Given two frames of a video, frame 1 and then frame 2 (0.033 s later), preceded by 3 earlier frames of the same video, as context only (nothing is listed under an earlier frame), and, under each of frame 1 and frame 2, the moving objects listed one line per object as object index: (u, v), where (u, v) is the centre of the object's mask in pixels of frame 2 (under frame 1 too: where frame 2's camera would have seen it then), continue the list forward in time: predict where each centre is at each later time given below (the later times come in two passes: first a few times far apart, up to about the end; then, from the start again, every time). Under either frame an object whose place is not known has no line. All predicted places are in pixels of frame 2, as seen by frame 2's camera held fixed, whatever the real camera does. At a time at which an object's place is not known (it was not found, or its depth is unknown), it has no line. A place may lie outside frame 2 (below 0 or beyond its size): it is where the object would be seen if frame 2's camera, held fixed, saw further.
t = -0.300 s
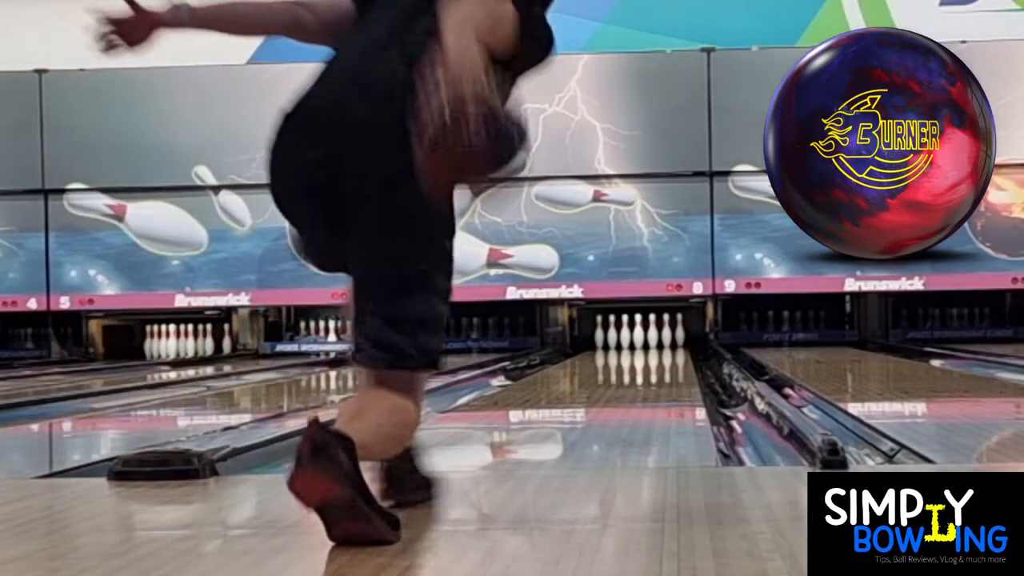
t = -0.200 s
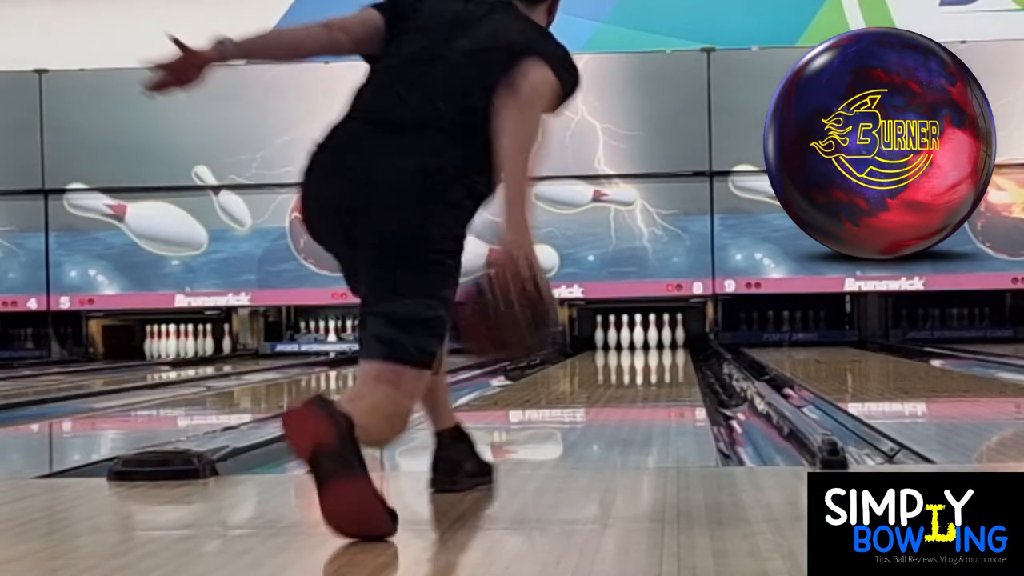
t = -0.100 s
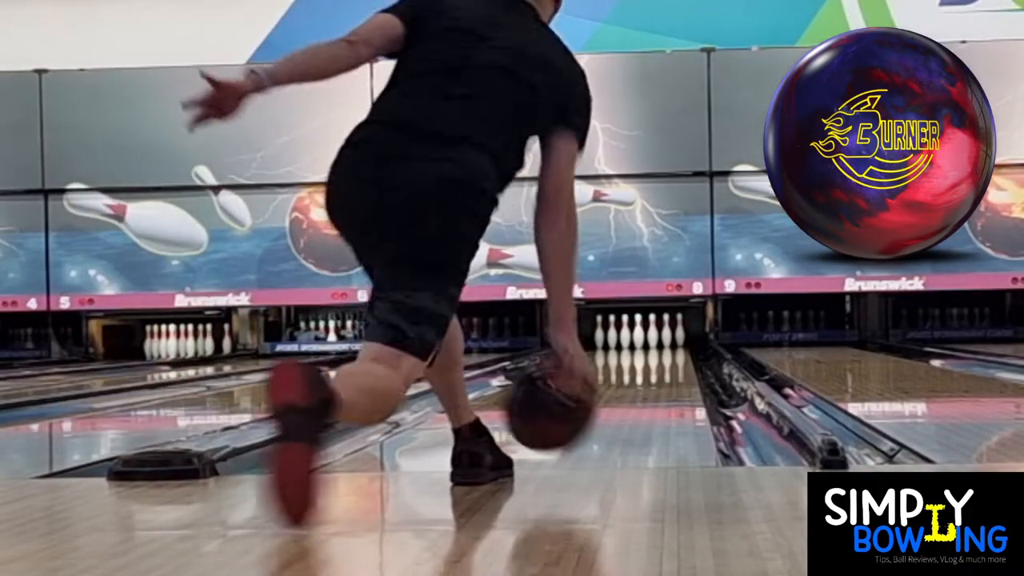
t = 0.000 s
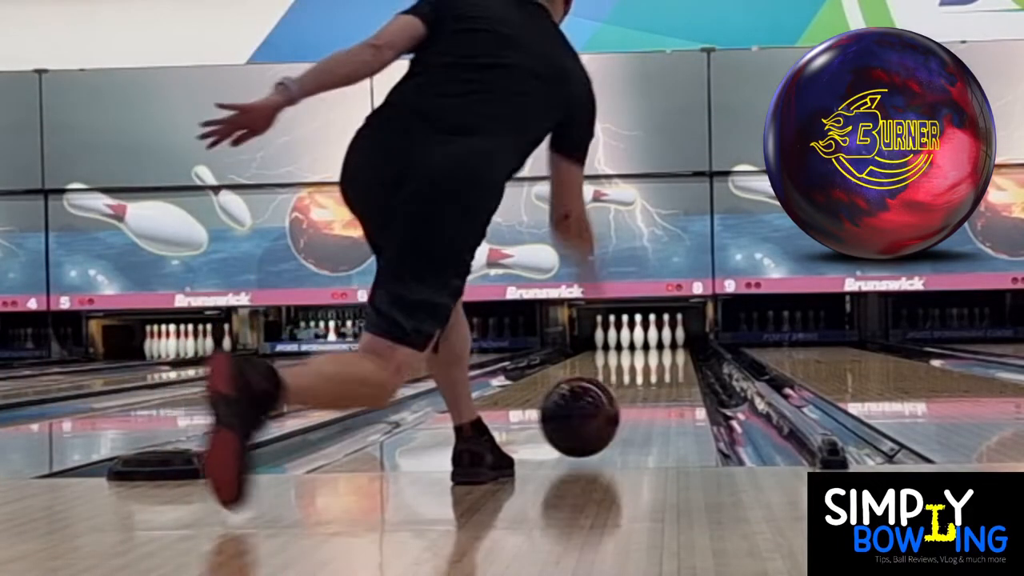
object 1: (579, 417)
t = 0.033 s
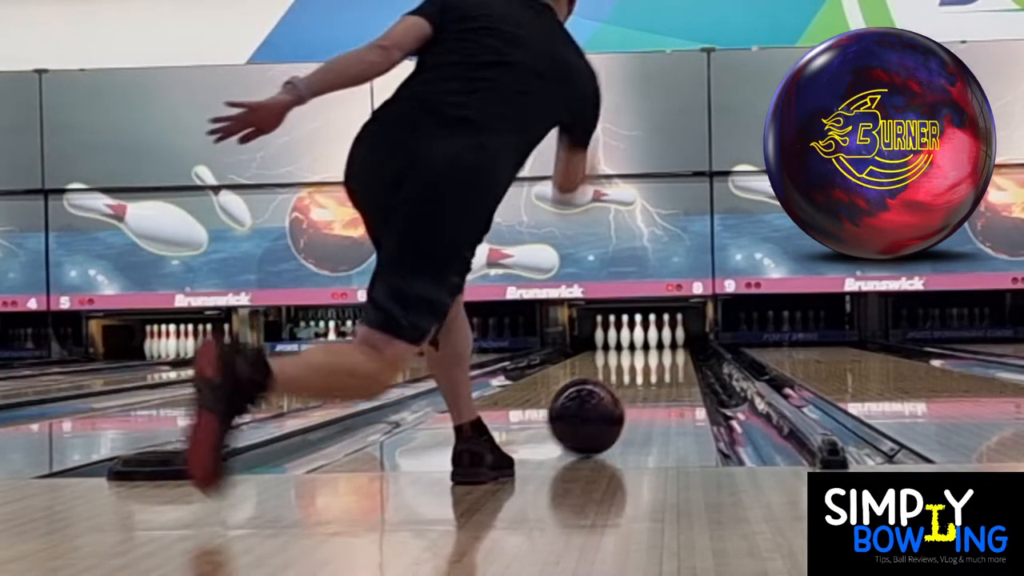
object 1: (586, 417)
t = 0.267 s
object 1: (617, 392)
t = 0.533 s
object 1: (637, 376)
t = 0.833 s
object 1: (651, 363)
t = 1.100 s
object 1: (659, 356)
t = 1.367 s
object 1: (661, 350)
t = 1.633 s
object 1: (662, 347)
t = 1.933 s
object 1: (658, 343)
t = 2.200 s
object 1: (652, 341)
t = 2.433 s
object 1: (643, 339)
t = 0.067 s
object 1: (591, 413)
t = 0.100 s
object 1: (596, 408)
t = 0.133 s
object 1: (601, 405)
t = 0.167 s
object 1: (605, 402)
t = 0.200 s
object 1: (609, 398)
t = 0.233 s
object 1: (613, 395)
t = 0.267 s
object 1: (617, 392)
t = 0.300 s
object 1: (620, 389)
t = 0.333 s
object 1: (623, 387)
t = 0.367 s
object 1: (626, 385)
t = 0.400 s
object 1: (628, 383)
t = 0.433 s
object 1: (630, 381)
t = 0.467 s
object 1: (633, 379)
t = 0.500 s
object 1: (635, 378)
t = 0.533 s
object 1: (637, 376)
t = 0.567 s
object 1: (639, 374)
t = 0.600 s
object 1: (641, 373)
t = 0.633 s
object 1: (642, 371)
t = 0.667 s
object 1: (644, 369)
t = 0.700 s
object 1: (646, 368)
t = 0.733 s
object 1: (647, 367)
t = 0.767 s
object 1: (649, 365)
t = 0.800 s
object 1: (650, 365)
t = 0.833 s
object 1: (651, 363)
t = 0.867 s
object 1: (653, 362)
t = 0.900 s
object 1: (654, 361)
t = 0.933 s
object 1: (655, 360)
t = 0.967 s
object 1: (656, 359)
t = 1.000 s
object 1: (656, 358)
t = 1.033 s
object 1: (658, 357)
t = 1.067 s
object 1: (658, 356)
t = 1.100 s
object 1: (659, 356)
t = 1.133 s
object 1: (659, 355)
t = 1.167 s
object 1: (659, 354)
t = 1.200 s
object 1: (660, 353)
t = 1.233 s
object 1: (661, 353)
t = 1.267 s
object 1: (661, 352)
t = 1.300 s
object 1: (661, 351)
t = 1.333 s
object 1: (661, 351)
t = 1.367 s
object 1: (661, 350)
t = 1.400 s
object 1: (662, 350)
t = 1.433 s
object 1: (662, 349)
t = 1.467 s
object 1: (662, 348)
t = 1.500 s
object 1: (662, 348)
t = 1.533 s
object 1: (662, 348)
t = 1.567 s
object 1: (662, 347)
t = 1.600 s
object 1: (662, 347)
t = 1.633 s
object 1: (662, 347)
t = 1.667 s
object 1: (661, 346)
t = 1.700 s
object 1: (661, 346)
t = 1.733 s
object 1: (661, 345)
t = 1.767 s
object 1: (660, 345)
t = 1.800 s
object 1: (660, 345)
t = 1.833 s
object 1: (659, 344)
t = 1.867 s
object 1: (659, 344)
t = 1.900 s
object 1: (659, 344)
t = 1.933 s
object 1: (658, 343)
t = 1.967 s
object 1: (657, 343)
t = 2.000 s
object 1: (657, 342)
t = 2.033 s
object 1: (656, 342)
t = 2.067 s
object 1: (655, 342)
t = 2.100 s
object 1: (654, 342)
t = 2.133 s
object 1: (653, 341)
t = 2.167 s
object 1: (652, 341)
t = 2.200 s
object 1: (652, 341)
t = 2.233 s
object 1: (652, 341)
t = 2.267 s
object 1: (651, 341)
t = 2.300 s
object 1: (650, 341)
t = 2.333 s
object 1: (648, 340)
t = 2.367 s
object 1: (647, 340)
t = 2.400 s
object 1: (645, 340)
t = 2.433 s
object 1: (643, 339)
